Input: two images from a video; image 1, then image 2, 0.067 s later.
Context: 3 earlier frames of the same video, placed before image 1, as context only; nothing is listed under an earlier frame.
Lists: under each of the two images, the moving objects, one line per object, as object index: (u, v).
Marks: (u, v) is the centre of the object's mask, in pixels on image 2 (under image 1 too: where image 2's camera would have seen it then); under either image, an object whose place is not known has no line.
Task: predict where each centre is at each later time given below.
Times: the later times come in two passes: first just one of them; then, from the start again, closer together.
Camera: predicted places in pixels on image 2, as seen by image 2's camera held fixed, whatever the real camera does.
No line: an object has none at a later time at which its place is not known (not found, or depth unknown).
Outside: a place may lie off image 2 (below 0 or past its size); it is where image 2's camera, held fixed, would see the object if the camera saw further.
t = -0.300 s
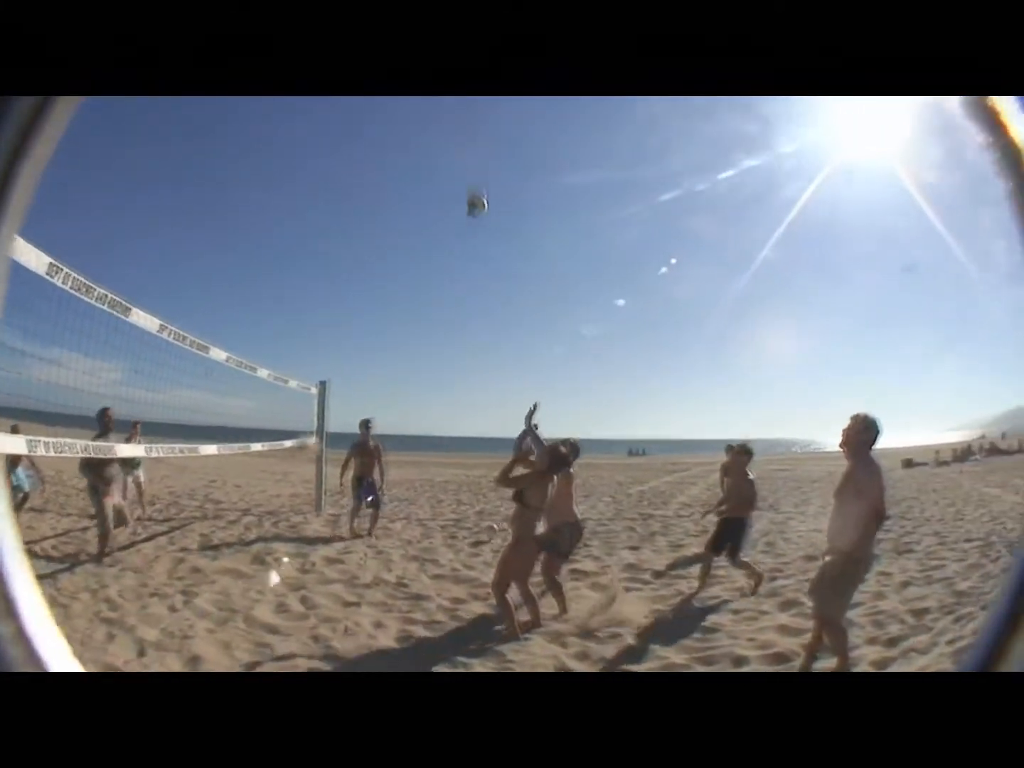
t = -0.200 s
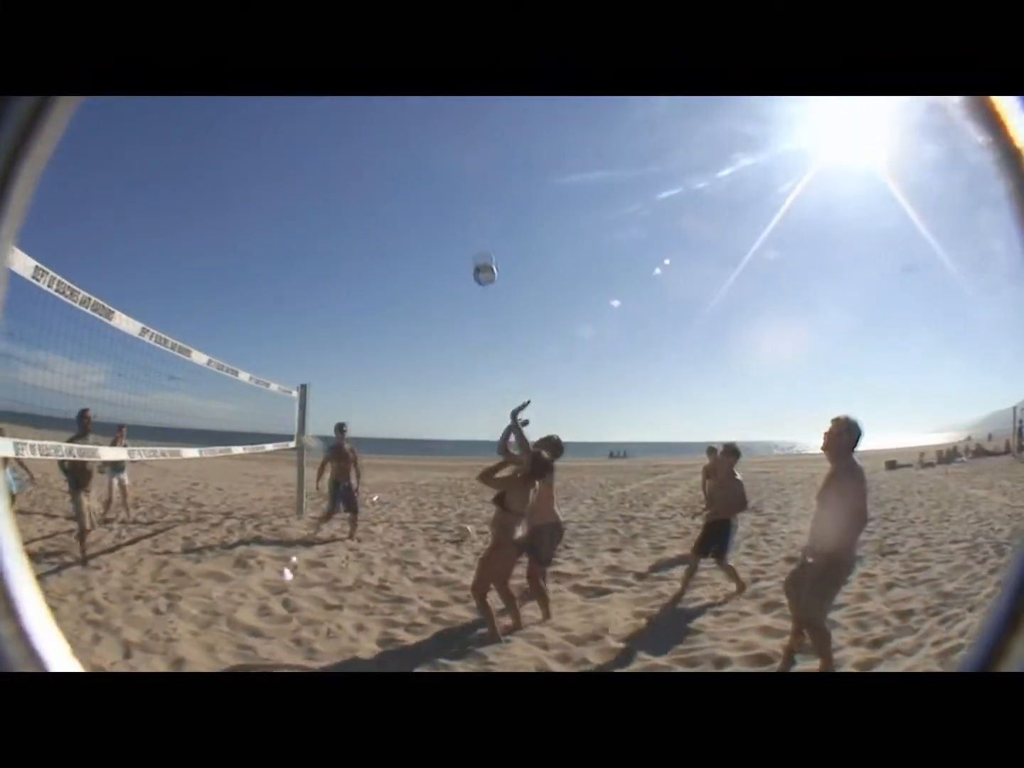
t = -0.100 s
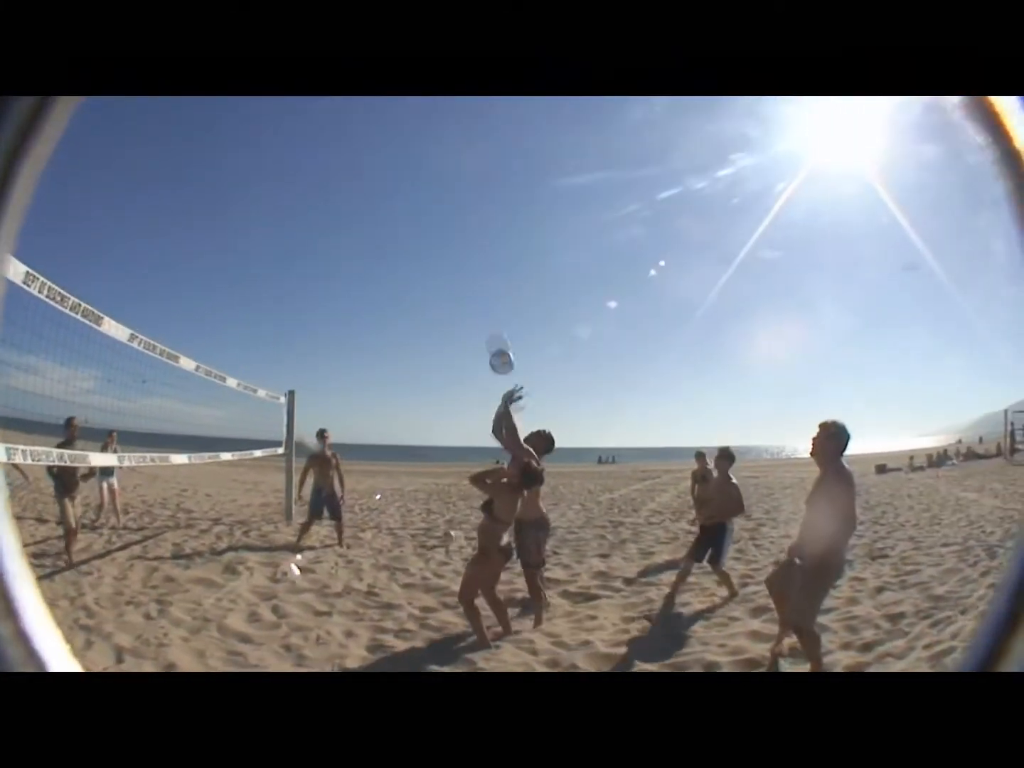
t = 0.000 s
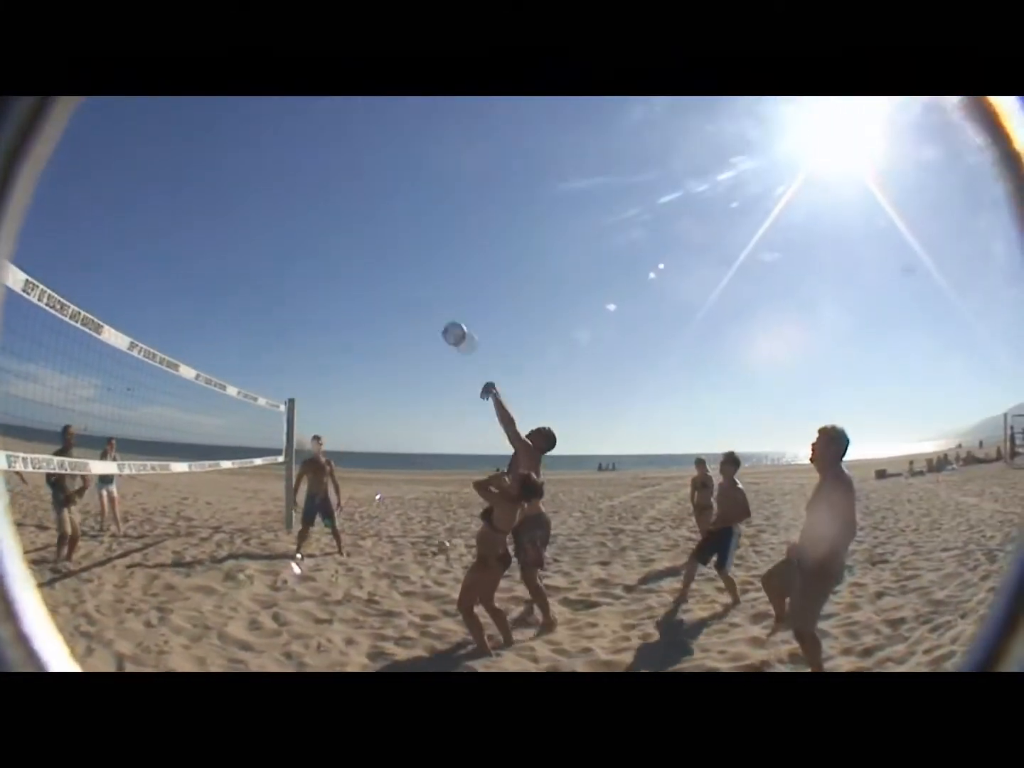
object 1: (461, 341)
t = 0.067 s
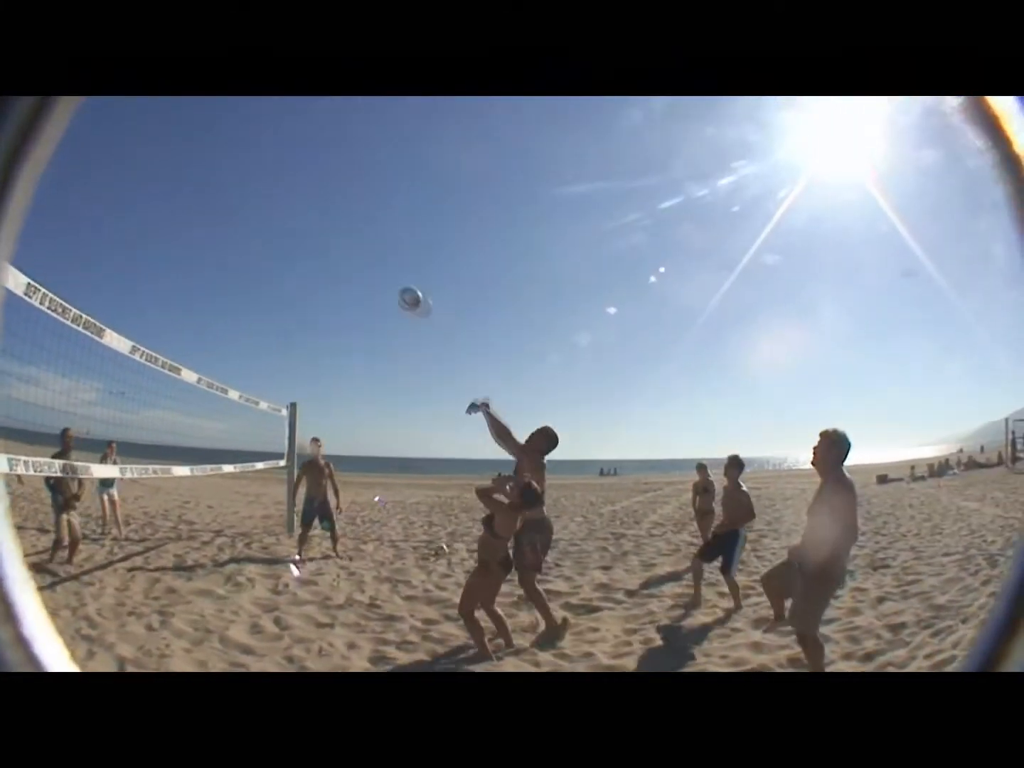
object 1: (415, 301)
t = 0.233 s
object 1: (315, 231)
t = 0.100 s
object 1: (392, 284)
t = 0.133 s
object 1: (370, 268)
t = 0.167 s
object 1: (350, 254)
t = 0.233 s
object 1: (315, 231)
